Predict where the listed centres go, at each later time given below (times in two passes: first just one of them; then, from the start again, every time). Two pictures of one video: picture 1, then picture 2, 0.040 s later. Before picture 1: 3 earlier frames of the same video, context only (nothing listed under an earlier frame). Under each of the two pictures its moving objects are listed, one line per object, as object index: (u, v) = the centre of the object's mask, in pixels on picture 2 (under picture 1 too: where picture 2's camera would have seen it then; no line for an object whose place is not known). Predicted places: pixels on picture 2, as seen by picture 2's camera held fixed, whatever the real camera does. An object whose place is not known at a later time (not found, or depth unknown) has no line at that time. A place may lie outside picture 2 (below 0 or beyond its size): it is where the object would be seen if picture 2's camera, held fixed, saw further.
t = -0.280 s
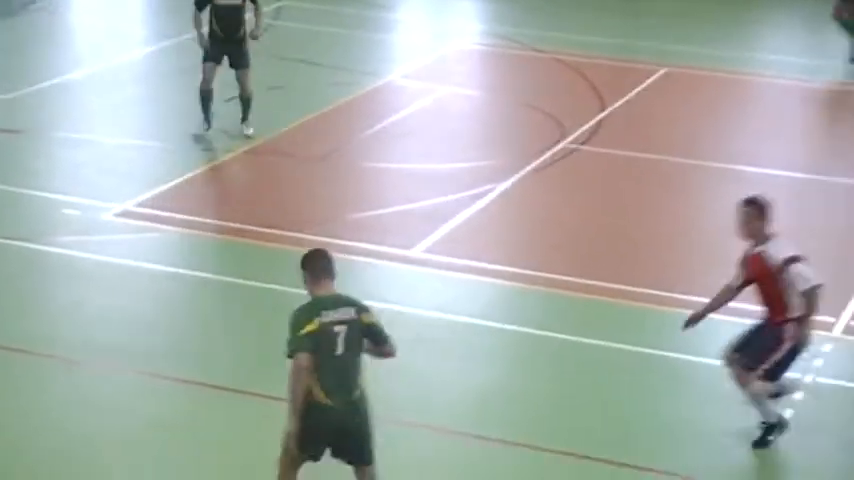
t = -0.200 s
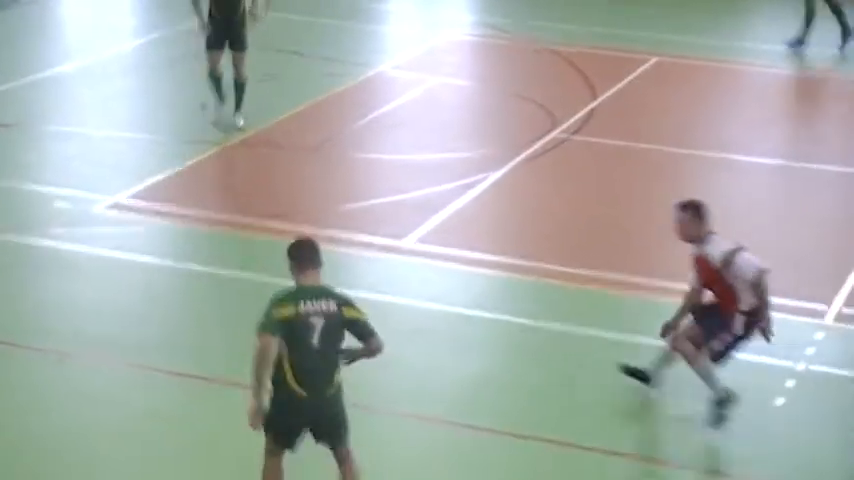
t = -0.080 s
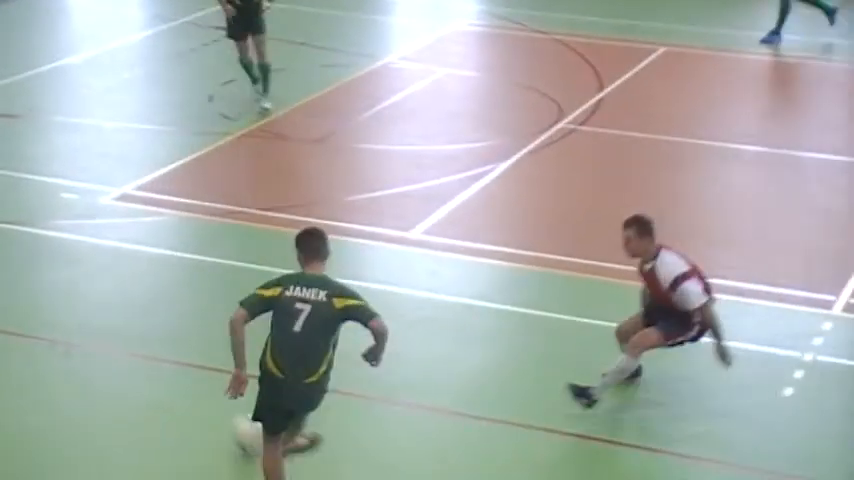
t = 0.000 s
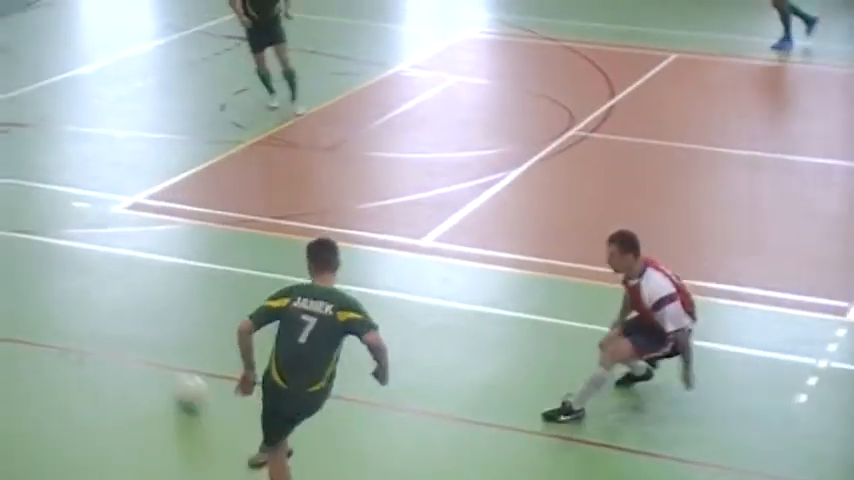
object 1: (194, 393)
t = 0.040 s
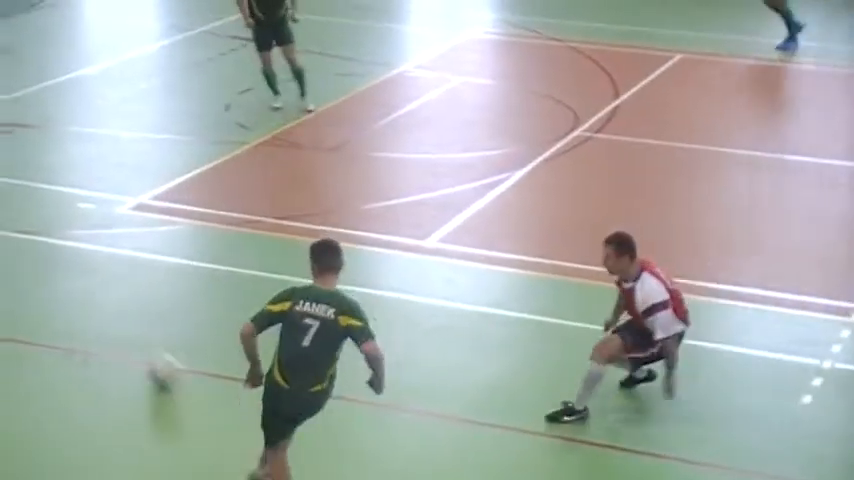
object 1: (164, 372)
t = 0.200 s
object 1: (59, 296)
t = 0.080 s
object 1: (134, 351)
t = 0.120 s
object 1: (108, 332)
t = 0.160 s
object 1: (82, 316)
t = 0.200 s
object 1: (59, 296)
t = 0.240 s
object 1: (39, 278)
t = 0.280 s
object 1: (20, 265)
